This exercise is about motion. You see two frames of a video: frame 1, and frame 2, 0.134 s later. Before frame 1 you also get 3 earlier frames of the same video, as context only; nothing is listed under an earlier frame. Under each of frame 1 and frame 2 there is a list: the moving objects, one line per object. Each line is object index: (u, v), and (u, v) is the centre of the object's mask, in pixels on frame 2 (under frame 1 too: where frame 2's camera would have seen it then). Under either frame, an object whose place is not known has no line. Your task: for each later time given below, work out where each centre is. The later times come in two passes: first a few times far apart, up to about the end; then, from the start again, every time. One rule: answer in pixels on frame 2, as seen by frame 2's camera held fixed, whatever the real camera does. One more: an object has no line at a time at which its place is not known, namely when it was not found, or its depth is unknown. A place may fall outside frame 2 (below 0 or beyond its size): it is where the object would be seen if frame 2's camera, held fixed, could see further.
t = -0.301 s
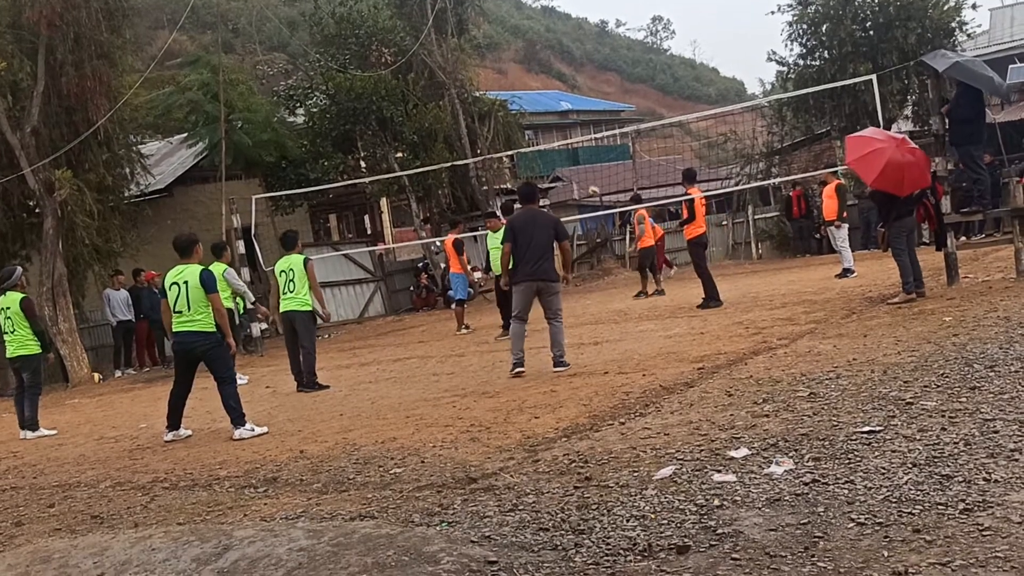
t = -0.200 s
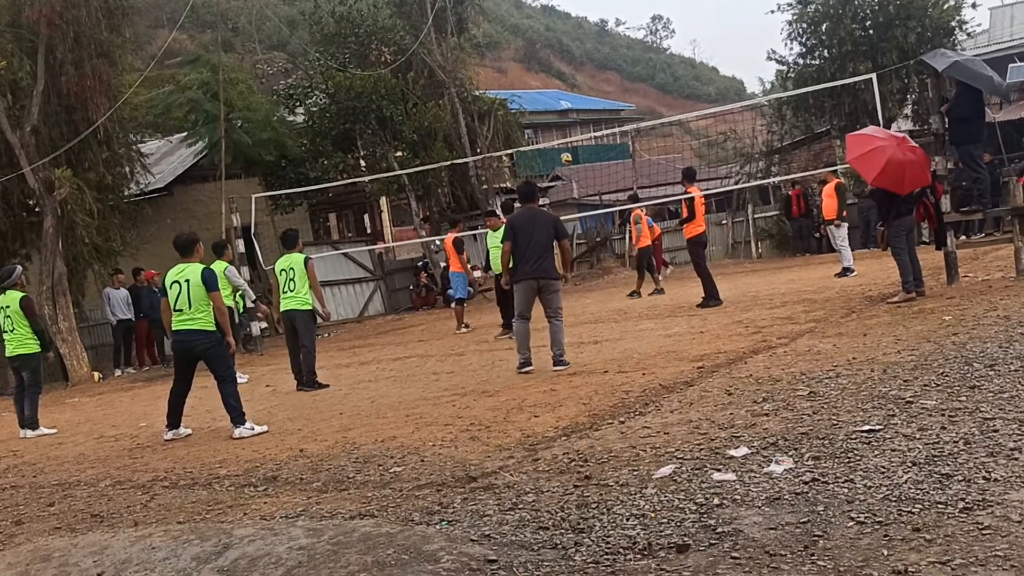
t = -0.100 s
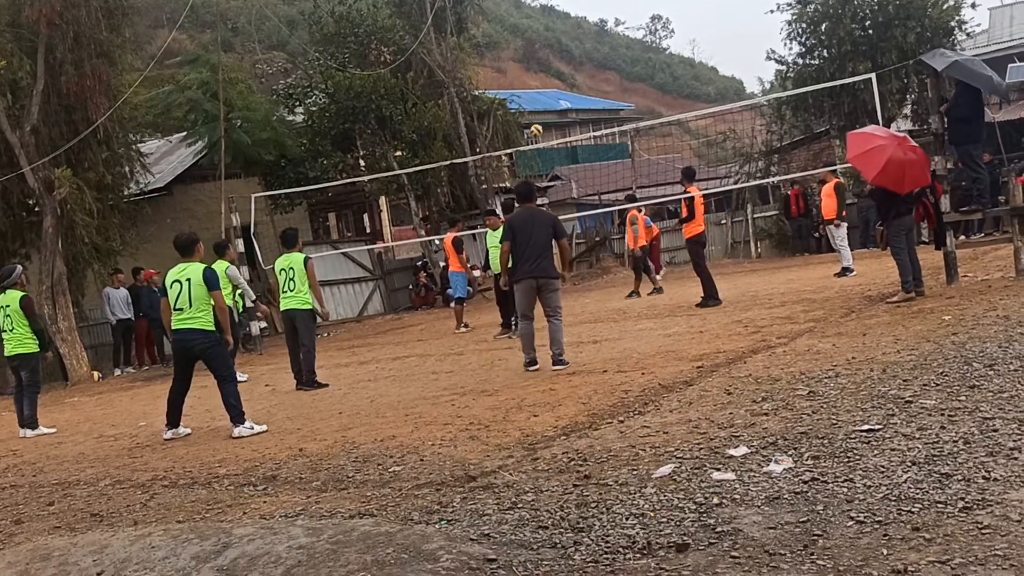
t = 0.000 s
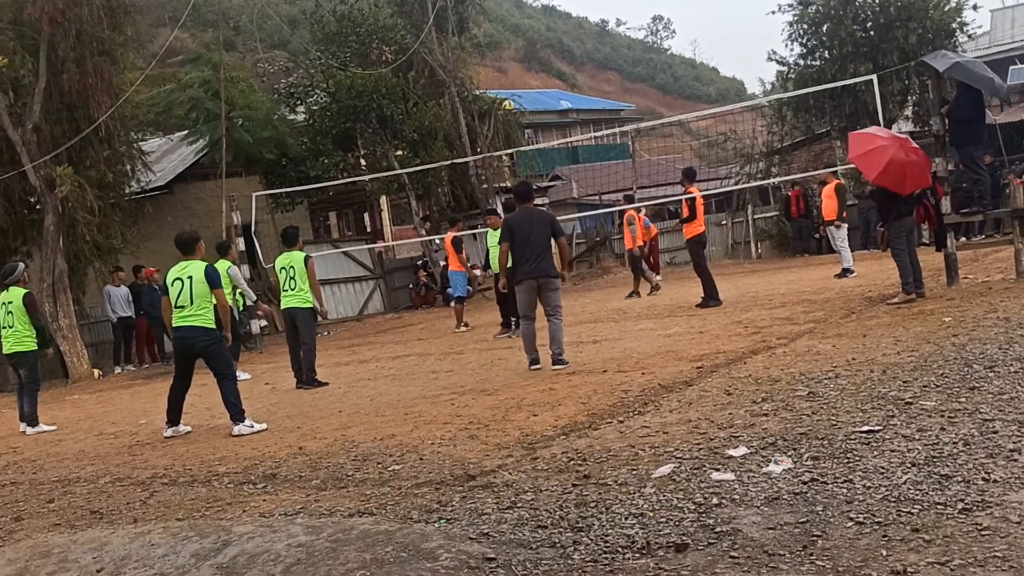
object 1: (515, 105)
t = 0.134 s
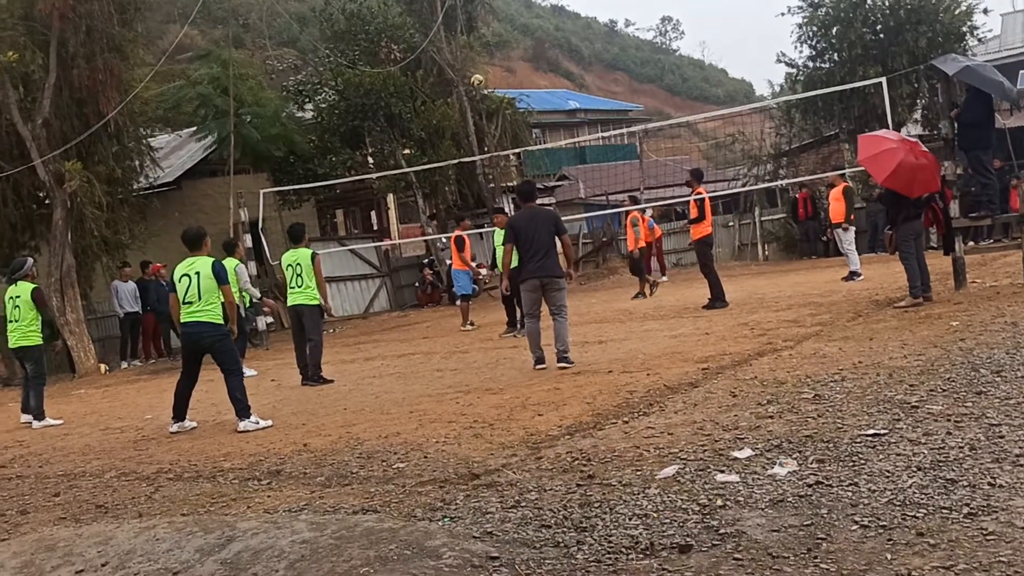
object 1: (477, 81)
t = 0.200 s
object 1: (458, 71)
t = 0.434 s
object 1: (393, 60)
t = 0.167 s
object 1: (468, 76)
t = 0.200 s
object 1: (458, 71)
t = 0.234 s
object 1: (449, 68)
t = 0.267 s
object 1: (440, 66)
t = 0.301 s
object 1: (430, 63)
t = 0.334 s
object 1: (421, 61)
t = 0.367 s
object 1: (411, 60)
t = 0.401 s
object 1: (402, 60)
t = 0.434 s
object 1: (393, 60)
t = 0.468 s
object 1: (382, 61)
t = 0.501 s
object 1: (372, 63)
